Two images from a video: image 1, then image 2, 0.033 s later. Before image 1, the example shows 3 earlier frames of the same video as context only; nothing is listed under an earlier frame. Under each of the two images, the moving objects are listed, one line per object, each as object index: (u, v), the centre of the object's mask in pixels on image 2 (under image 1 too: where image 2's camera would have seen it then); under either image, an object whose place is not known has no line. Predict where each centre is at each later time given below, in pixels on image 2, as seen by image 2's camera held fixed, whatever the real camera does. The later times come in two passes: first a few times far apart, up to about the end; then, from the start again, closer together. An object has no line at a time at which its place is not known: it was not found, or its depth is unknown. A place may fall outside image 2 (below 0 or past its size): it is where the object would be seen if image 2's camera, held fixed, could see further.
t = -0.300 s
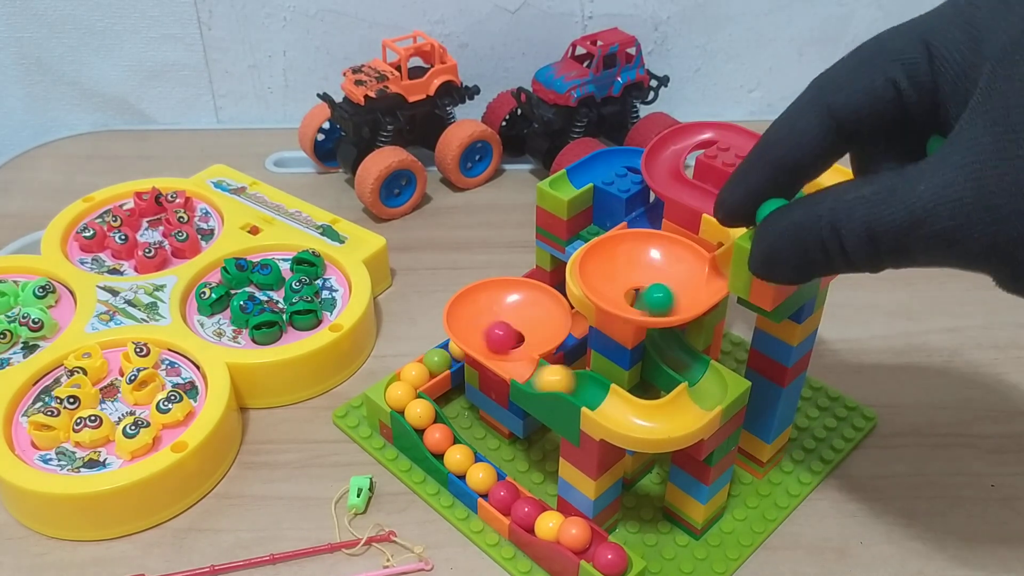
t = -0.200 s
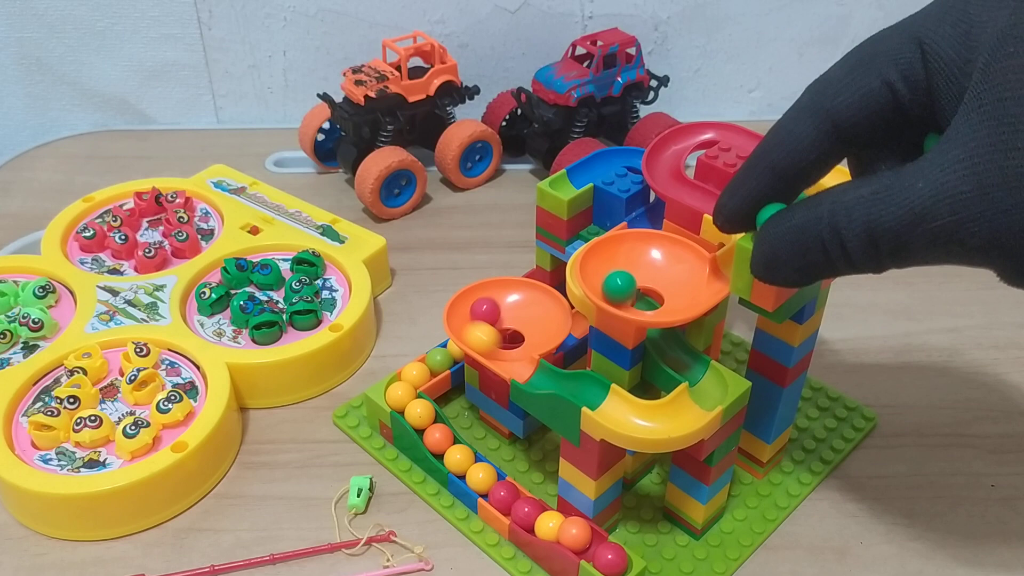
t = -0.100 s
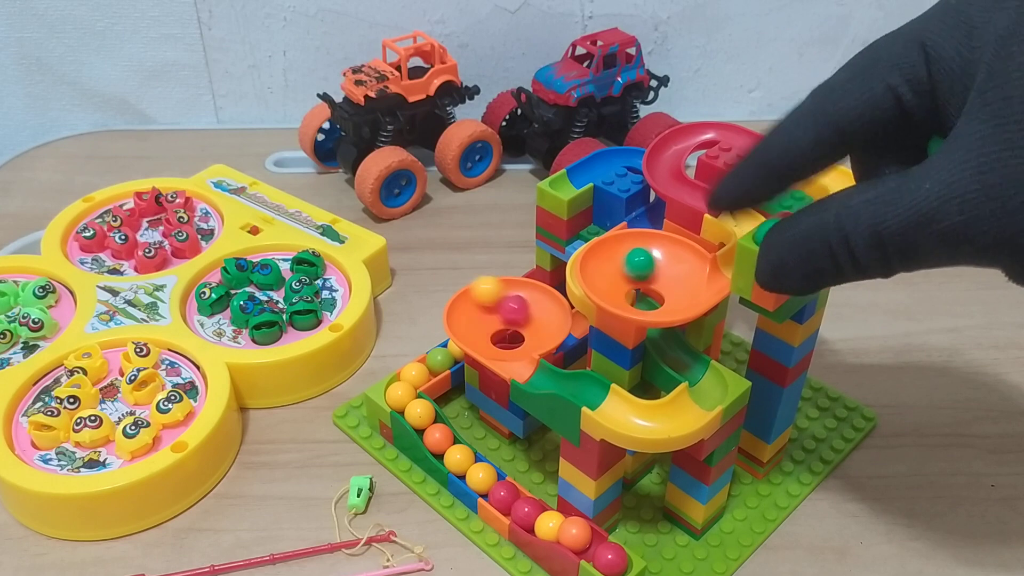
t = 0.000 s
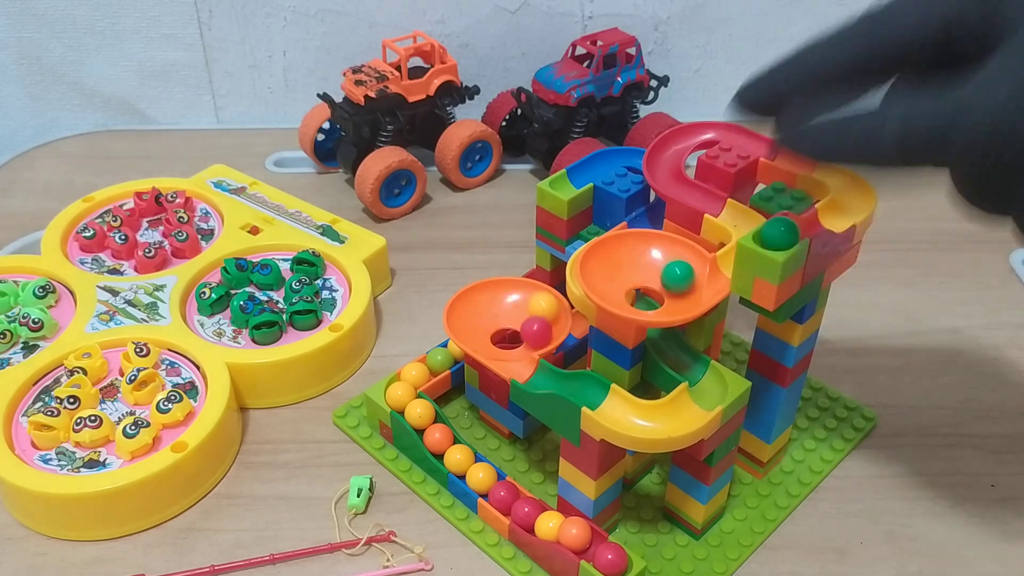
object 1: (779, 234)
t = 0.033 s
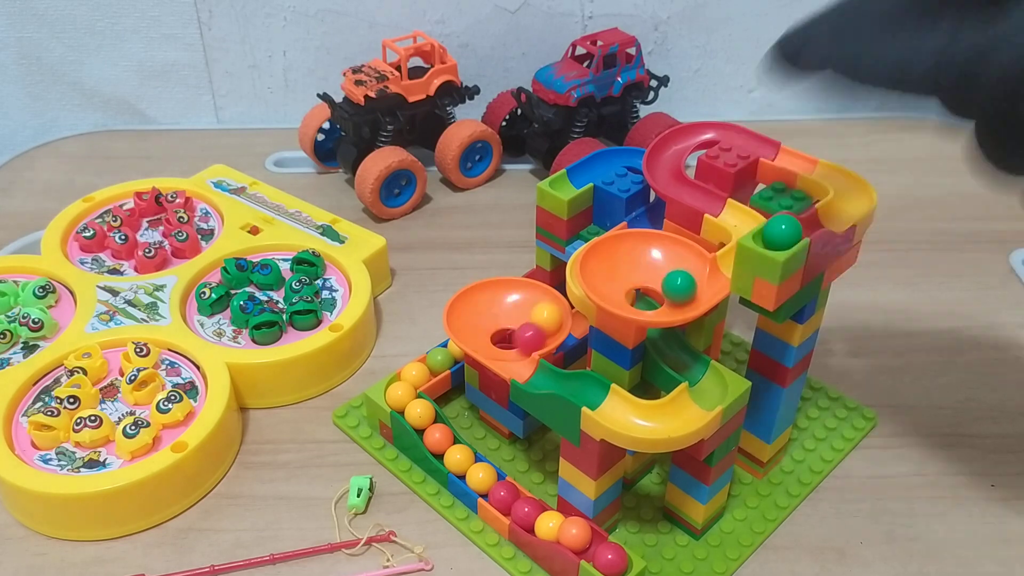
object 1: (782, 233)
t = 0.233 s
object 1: (807, 220)
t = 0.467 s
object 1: (817, 166)
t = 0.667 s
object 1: (725, 129)
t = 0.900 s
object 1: (712, 201)
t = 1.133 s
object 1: (705, 284)
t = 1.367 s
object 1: (620, 259)
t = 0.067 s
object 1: (785, 231)
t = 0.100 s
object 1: (787, 230)
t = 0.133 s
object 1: (792, 228)
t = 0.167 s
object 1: (796, 224)
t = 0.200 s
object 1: (801, 222)
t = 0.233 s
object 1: (807, 220)
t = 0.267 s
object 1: (815, 221)
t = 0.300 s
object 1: (832, 217)
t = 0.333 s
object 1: (845, 207)
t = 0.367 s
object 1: (855, 198)
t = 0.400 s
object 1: (853, 188)
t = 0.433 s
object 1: (838, 175)
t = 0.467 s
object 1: (817, 166)
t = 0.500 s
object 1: (797, 159)
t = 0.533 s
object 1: (776, 150)
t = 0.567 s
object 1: (764, 145)
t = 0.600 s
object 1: (751, 139)
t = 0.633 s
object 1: (738, 133)
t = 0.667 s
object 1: (725, 129)
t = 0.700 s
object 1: (708, 128)
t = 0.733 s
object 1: (689, 132)
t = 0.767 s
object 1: (673, 143)
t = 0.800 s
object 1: (663, 160)
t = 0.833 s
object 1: (669, 177)
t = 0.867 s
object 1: (691, 190)
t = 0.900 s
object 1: (712, 201)
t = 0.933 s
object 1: (736, 214)
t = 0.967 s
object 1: (749, 223)
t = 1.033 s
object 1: (733, 253)
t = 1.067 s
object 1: (725, 263)
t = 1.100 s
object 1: (717, 274)
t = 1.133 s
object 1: (705, 284)
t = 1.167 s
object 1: (686, 294)
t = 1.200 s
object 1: (656, 299)
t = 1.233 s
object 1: (631, 296)
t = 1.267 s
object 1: (609, 284)
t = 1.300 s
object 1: (600, 270)
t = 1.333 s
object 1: (604, 261)
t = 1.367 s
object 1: (620, 259)
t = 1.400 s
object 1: (645, 260)
